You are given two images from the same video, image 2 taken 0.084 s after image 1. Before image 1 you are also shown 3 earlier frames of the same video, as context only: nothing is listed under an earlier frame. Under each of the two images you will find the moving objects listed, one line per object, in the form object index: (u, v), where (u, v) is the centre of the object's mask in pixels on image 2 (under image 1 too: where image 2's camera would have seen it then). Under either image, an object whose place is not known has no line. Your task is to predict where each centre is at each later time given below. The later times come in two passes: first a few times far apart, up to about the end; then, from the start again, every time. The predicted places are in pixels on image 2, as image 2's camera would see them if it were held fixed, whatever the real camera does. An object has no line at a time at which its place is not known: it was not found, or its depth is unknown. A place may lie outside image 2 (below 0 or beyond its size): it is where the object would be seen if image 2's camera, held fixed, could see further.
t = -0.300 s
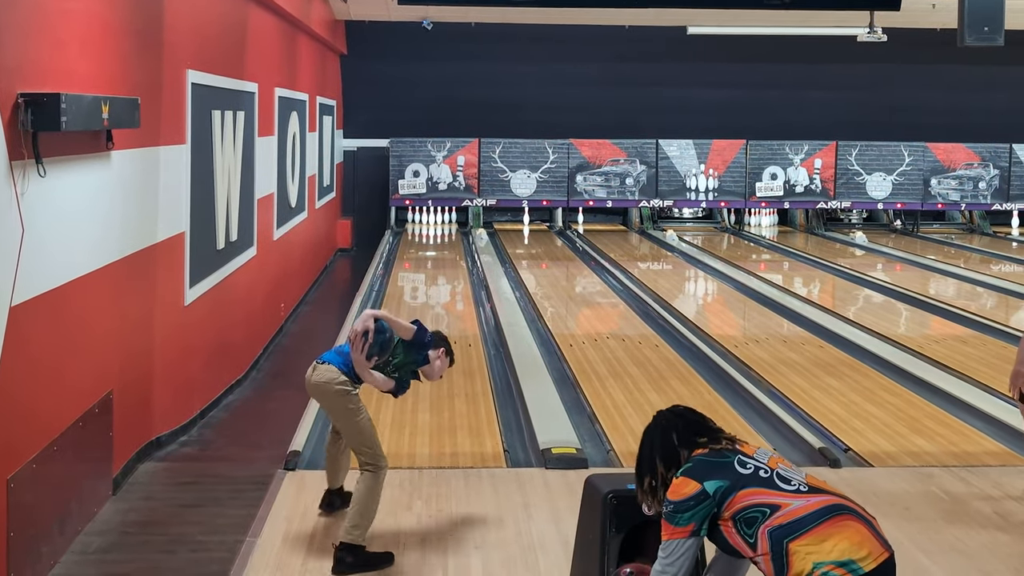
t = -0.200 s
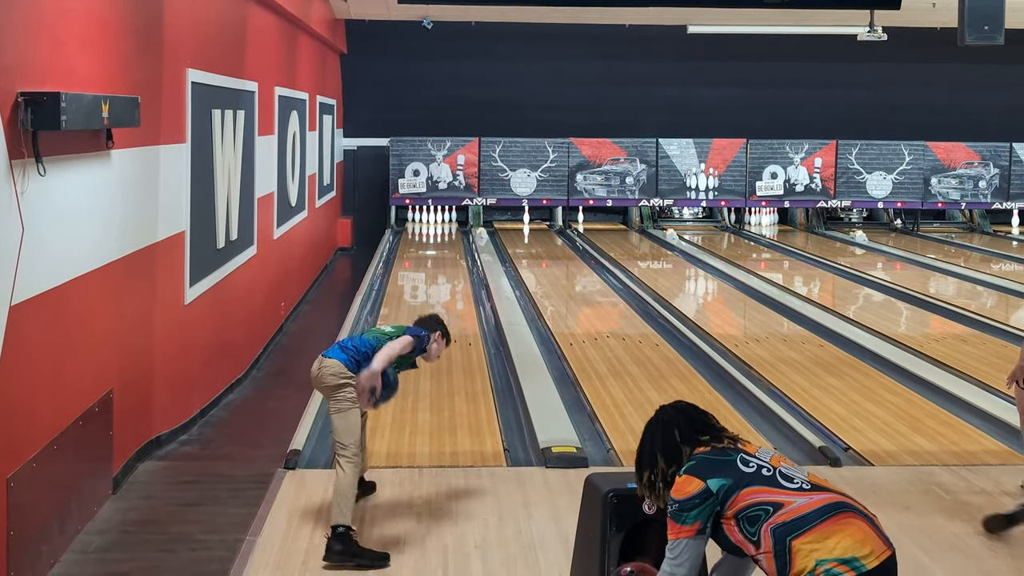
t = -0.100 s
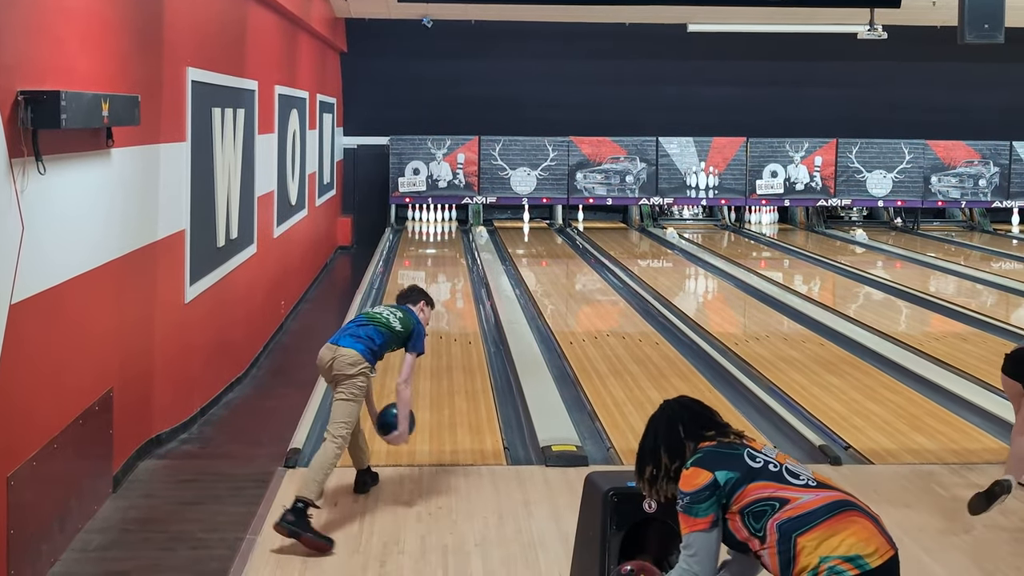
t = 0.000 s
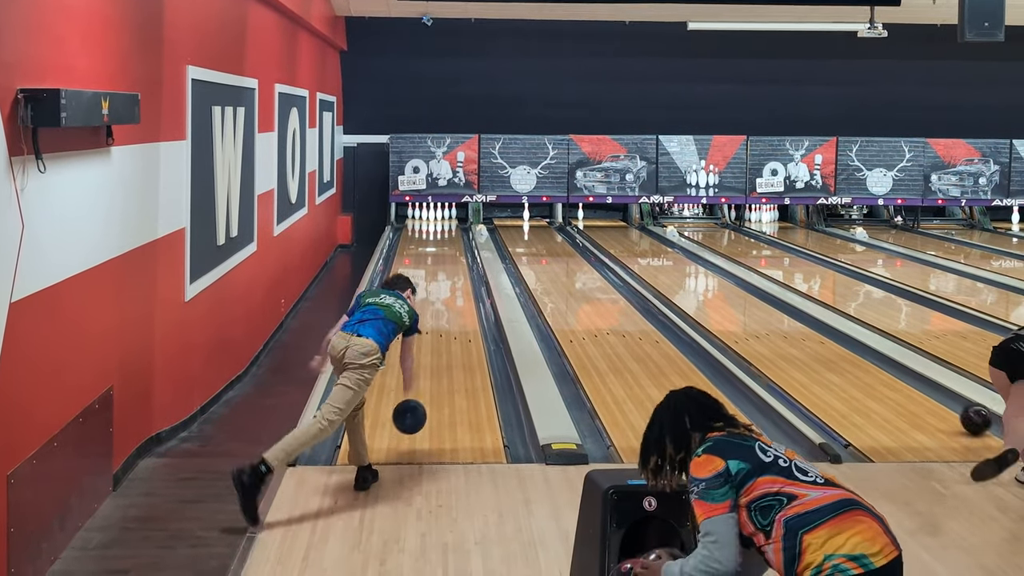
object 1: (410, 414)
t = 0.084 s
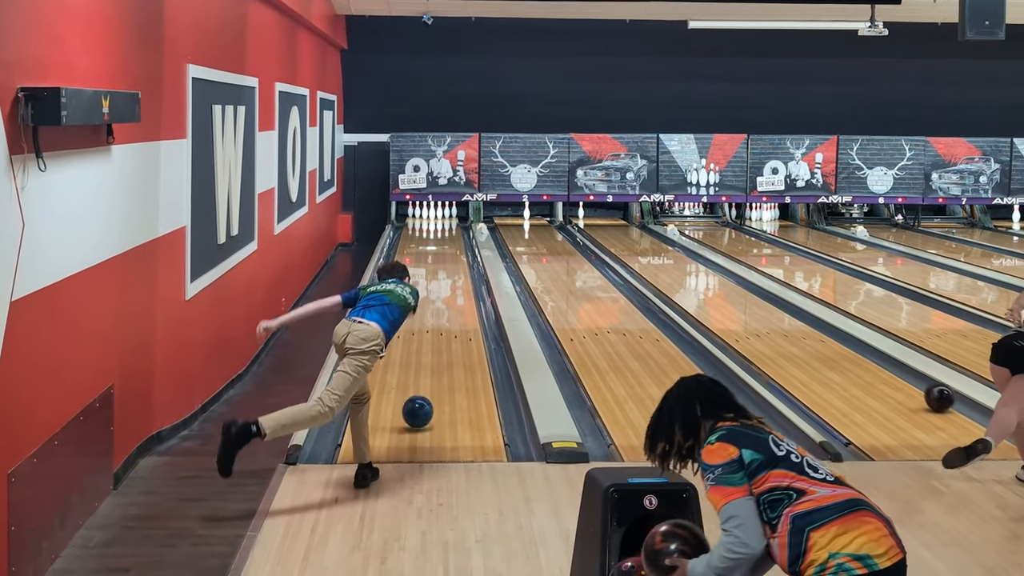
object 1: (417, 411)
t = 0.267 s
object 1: (430, 367)
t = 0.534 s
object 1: (443, 321)
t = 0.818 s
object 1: (451, 289)
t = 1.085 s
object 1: (456, 266)
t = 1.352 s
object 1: (457, 249)
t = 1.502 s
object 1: (457, 241)
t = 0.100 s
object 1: (419, 409)
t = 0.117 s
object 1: (420, 403)
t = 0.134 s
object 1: (421, 398)
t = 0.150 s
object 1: (423, 394)
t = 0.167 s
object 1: (424, 389)
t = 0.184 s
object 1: (425, 385)
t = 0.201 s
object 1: (426, 382)
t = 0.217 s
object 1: (427, 379)
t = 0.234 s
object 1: (428, 375)
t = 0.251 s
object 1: (429, 371)
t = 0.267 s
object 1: (430, 367)
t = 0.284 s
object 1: (431, 364)
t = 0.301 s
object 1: (432, 361)
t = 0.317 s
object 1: (433, 357)
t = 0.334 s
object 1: (434, 354)
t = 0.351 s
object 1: (435, 351)
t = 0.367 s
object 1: (436, 348)
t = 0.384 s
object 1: (437, 345)
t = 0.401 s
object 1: (438, 342)
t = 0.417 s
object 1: (438, 339)
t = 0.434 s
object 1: (439, 336)
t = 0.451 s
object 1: (440, 334)
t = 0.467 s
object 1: (440, 331)
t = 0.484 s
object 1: (441, 329)
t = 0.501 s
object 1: (442, 326)
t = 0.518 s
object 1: (442, 324)
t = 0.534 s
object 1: (443, 321)
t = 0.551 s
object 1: (444, 319)
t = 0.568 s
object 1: (444, 317)
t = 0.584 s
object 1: (445, 315)
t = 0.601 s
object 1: (445, 313)
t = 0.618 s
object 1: (446, 311)
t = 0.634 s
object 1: (446, 309)
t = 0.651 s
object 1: (447, 307)
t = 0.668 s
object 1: (447, 305)
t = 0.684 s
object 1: (448, 303)
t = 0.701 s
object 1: (448, 301)
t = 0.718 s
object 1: (449, 299)
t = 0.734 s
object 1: (449, 297)
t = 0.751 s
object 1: (450, 295)
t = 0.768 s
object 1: (450, 294)
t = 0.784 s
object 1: (451, 292)
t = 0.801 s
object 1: (451, 290)
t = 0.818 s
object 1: (451, 289)
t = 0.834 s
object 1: (452, 287)
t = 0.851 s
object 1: (452, 285)
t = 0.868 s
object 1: (453, 284)
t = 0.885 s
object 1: (453, 282)
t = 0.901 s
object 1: (453, 281)
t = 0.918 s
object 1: (454, 280)
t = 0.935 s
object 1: (454, 278)
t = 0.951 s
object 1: (454, 276)
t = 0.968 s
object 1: (454, 275)
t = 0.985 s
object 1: (455, 274)
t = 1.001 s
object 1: (455, 272)
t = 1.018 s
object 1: (455, 271)
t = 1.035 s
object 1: (455, 270)
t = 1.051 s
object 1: (456, 268)
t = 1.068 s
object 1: (456, 267)
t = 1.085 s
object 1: (456, 266)
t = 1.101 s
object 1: (456, 265)
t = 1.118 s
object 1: (457, 264)
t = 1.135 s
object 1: (457, 262)
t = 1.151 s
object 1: (457, 261)
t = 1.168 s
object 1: (457, 260)
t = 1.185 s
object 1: (457, 259)
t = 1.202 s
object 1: (457, 258)
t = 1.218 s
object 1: (457, 257)
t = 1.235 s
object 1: (457, 256)
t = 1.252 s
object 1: (457, 255)
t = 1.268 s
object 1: (457, 254)
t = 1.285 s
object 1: (457, 253)
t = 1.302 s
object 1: (457, 252)
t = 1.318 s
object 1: (457, 251)
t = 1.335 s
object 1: (457, 250)
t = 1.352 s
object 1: (457, 249)
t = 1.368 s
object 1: (457, 248)
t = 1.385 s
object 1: (457, 247)
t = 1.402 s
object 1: (457, 246)
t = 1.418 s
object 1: (457, 245)
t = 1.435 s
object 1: (457, 244)
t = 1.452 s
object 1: (457, 243)
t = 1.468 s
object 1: (457, 242)
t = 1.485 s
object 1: (457, 241)
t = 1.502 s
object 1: (457, 241)
